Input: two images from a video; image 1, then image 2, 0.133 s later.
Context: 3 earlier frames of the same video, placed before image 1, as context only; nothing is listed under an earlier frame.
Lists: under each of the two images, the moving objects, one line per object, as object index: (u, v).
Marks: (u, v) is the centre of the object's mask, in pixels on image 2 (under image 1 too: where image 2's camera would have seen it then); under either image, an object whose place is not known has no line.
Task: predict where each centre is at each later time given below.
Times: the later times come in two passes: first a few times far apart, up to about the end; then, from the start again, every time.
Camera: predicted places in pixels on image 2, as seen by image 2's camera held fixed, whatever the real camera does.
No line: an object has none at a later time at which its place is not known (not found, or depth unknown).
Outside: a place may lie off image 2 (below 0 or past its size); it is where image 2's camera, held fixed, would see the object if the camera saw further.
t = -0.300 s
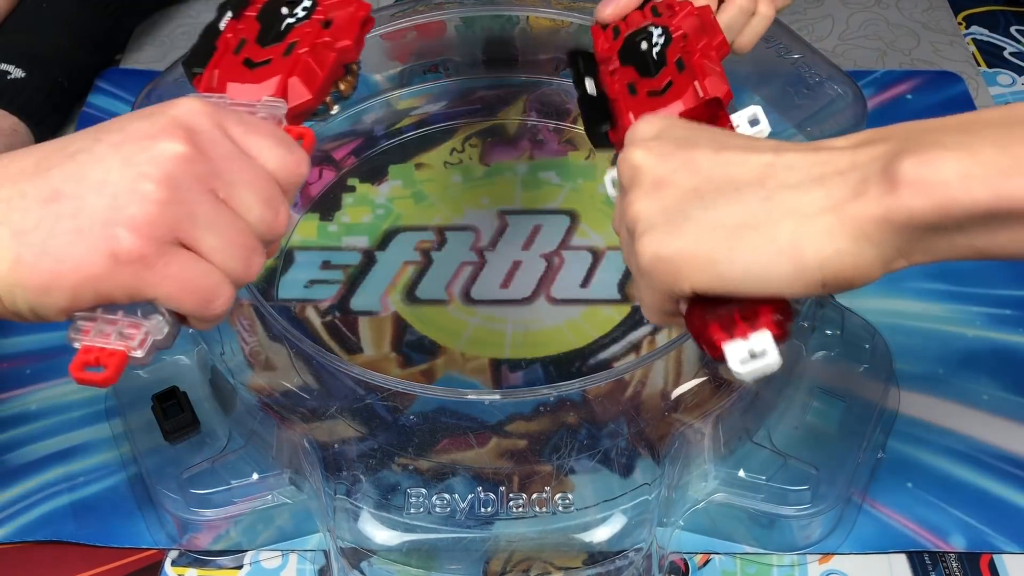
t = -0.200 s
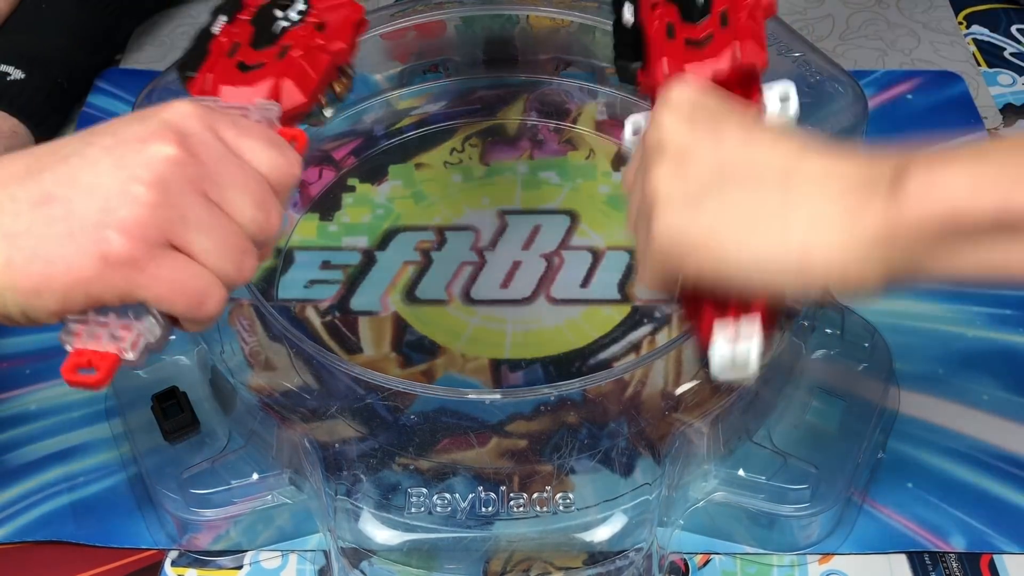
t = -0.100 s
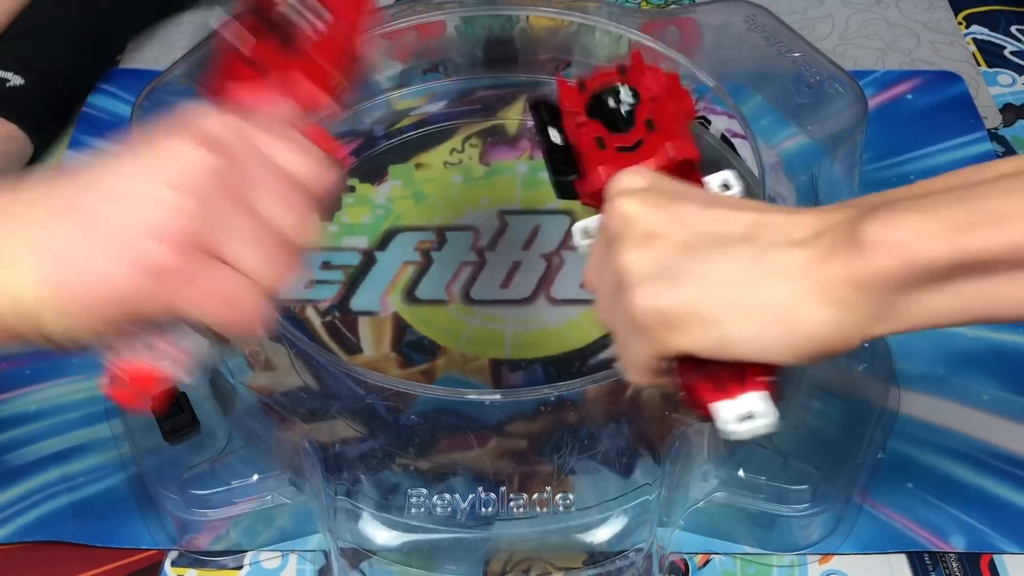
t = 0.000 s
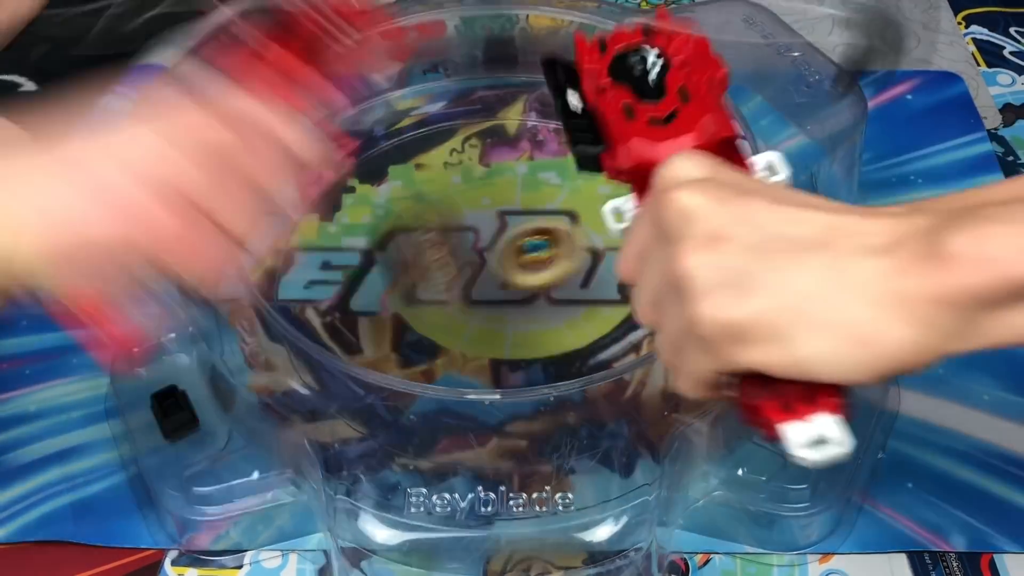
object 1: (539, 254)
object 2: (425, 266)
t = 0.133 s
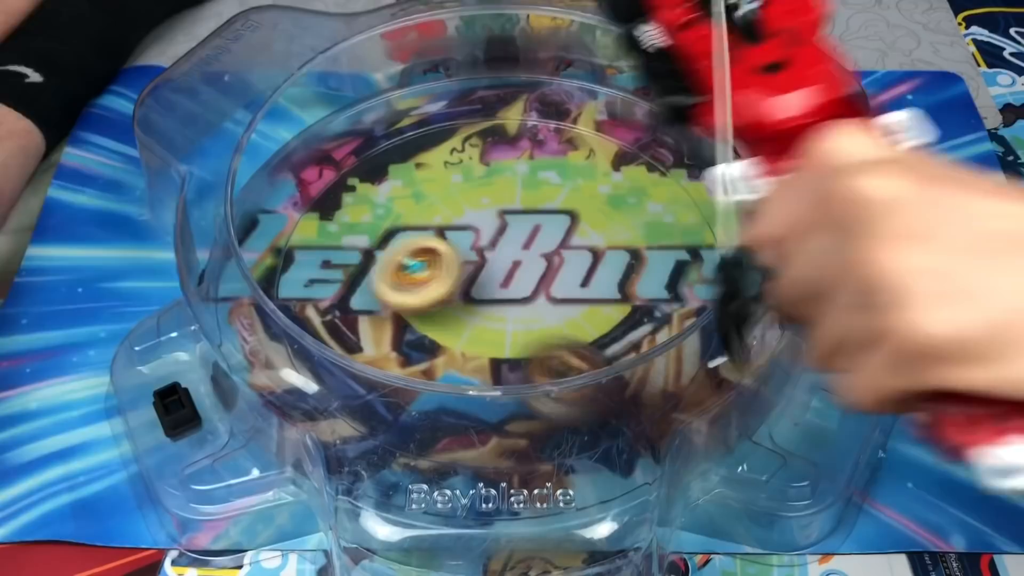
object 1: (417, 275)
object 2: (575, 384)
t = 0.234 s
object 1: (358, 255)
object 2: (635, 383)
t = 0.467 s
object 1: (389, 201)
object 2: (593, 289)
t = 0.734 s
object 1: (521, 140)
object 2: (549, 222)
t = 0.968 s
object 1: (586, 152)
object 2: (561, 241)
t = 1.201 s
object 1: (537, 215)
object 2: (502, 328)
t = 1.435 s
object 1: (426, 210)
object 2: (383, 323)
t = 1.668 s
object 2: (345, 238)
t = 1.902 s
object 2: (414, 271)
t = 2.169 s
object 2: (438, 404)
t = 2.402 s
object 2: (342, 313)
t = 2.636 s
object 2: (286, 159)
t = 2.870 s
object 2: (447, 144)
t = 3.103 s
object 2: (656, 273)
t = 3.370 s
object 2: (457, 431)
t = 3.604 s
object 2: (302, 278)
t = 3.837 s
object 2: (467, 153)
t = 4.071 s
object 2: (713, 217)
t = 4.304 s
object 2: (533, 433)
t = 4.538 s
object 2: (368, 360)
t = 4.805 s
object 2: (415, 239)
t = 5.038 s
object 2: (557, 162)
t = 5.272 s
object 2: (646, 233)
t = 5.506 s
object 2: (545, 355)
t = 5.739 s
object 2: (395, 311)
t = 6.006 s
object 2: (435, 188)
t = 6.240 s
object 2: (559, 192)
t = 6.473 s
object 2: (576, 293)
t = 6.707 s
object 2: (457, 331)
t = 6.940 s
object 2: (408, 257)
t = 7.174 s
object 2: (501, 204)
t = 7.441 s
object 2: (616, 275)
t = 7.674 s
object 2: (598, 410)
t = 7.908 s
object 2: (460, 372)
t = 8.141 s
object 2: (450, 280)
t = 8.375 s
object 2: (522, 257)
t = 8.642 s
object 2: (552, 316)
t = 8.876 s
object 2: (517, 318)
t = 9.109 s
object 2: (502, 302)
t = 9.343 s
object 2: (490, 281)
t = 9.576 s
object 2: (496, 312)
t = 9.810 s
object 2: (509, 356)
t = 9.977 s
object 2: (501, 365)
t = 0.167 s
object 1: (392, 267)
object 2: (601, 401)
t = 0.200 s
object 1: (374, 262)
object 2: (619, 388)
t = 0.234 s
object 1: (358, 255)
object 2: (635, 383)
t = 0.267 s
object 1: (348, 246)
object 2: (646, 379)
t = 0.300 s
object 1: (343, 238)
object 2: (646, 358)
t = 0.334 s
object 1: (342, 229)
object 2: (644, 351)
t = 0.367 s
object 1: (348, 221)
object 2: (632, 330)
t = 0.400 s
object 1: (357, 213)
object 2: (625, 320)
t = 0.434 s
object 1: (371, 208)
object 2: (611, 306)
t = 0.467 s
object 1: (389, 201)
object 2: (593, 289)
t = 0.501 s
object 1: (411, 196)
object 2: (577, 275)
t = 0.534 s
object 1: (434, 191)
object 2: (560, 260)
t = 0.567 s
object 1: (459, 188)
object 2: (541, 247)
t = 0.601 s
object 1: (482, 180)
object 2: (530, 236)
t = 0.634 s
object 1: (492, 169)
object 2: (534, 231)
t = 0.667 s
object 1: (501, 157)
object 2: (539, 227)
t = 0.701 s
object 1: (511, 148)
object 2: (543, 226)
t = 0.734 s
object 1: (521, 140)
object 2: (549, 222)
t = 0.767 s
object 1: (531, 135)
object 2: (553, 223)
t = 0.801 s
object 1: (542, 132)
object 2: (556, 223)
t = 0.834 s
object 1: (553, 131)
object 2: (559, 225)
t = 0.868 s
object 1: (562, 133)
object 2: (561, 228)
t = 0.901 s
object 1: (571, 137)
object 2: (562, 231)
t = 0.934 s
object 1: (579, 143)
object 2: (562, 236)
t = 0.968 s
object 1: (586, 152)
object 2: (561, 241)
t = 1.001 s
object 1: (590, 163)
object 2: (559, 247)
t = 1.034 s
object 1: (589, 176)
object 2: (555, 253)
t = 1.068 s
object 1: (584, 190)
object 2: (549, 263)
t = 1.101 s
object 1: (577, 201)
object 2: (542, 274)
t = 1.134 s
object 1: (564, 212)
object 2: (533, 286)
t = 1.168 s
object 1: (552, 214)
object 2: (519, 309)
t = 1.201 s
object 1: (537, 215)
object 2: (502, 328)
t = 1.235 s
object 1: (520, 215)
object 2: (486, 342)
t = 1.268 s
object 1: (502, 214)
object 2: (468, 349)
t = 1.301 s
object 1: (484, 213)
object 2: (451, 352)
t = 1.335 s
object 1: (467, 212)
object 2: (433, 349)
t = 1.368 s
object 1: (451, 212)
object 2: (414, 344)
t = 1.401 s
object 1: (438, 211)
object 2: (400, 337)
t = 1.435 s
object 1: (426, 210)
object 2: (383, 323)
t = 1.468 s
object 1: (416, 210)
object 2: (372, 302)
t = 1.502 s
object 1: (409, 209)
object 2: (366, 279)
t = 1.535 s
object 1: (408, 197)
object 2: (357, 256)
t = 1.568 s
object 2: (348, 246)
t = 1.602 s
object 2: (342, 249)
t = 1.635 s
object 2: (341, 249)
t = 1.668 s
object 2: (345, 238)
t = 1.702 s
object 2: (353, 236)
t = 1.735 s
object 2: (365, 227)
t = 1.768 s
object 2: (379, 220)
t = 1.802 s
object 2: (397, 216)
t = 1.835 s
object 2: (415, 213)
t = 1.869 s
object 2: (414, 244)
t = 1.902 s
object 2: (414, 271)
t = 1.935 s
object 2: (415, 308)
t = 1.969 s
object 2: (420, 331)
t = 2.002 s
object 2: (427, 350)
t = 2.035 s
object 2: (430, 369)
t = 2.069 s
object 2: (435, 386)
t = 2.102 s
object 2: (437, 396)
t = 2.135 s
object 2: (438, 404)
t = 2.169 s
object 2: (438, 404)
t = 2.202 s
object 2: (438, 402)
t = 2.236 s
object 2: (437, 395)
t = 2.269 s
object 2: (435, 384)
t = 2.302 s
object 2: (430, 369)
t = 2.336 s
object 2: (424, 352)
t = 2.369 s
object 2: (384, 339)
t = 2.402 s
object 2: (342, 313)
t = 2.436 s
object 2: (309, 290)
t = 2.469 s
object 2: (285, 261)
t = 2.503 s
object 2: (274, 235)
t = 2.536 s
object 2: (271, 212)
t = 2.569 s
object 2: (271, 192)
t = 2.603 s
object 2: (277, 174)
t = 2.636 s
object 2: (286, 159)
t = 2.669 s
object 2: (298, 147)
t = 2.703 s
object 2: (315, 137)
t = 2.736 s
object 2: (336, 132)
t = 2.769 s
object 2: (360, 129)
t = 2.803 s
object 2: (386, 131)
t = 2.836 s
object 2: (412, 137)
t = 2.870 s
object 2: (447, 144)
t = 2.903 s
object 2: (482, 155)
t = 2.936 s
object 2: (511, 166)
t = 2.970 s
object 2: (545, 182)
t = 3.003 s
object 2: (578, 199)
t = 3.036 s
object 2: (606, 220)
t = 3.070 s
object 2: (631, 243)
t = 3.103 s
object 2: (656, 273)
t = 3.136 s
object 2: (665, 297)
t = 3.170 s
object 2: (675, 333)
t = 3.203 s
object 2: (671, 378)
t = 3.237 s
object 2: (635, 393)
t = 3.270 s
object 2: (608, 413)
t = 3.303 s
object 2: (559, 425)
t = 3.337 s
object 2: (506, 433)
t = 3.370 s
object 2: (457, 431)
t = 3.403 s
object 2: (410, 421)
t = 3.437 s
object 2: (373, 404)
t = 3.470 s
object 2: (353, 383)
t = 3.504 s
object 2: (330, 354)
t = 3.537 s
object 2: (311, 331)
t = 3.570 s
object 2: (303, 304)
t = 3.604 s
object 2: (302, 278)
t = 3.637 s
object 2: (311, 253)
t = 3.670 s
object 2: (325, 230)
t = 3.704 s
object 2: (346, 208)
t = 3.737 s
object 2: (367, 192)
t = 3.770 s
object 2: (398, 175)
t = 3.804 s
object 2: (428, 164)
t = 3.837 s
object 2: (467, 153)
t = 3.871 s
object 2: (502, 148)
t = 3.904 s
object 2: (545, 145)
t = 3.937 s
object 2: (583, 148)
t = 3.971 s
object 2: (626, 157)
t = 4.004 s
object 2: (663, 168)
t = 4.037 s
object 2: (700, 186)
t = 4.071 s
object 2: (713, 217)
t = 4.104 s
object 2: (712, 254)
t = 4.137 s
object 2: (715, 298)
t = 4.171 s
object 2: (695, 331)
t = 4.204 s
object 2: (659, 375)
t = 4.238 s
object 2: (623, 406)
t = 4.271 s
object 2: (582, 420)
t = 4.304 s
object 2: (533, 433)
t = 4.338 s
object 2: (486, 436)
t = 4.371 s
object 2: (453, 434)
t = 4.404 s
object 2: (421, 424)
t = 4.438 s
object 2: (399, 409)
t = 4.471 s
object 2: (384, 392)
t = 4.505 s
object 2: (374, 378)
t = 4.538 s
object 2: (368, 360)
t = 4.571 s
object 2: (369, 339)
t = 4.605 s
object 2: (365, 329)
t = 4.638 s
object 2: (367, 316)
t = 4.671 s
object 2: (373, 301)
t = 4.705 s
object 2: (380, 289)
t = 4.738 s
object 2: (389, 276)
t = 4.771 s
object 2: (399, 264)
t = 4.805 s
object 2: (415, 239)
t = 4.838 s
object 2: (432, 220)
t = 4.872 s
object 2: (449, 203)
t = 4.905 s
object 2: (468, 191)
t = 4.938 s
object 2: (490, 178)
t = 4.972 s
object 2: (512, 168)
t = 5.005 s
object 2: (535, 164)
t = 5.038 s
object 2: (557, 162)
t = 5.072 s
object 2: (580, 163)
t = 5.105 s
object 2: (599, 169)
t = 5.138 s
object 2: (617, 177)
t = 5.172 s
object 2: (629, 187)
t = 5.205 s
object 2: (639, 202)
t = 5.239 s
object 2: (645, 216)
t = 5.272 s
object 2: (646, 233)
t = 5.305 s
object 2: (644, 251)
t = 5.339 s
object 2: (638, 277)
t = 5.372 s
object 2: (628, 300)
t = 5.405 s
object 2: (613, 320)
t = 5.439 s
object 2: (593, 336)
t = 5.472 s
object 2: (569, 346)
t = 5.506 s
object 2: (545, 355)
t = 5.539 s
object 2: (521, 358)
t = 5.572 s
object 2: (494, 359)
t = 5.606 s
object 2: (471, 356)
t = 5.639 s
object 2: (447, 352)
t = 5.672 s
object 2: (426, 342)
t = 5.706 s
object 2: (408, 329)
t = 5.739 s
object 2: (395, 311)
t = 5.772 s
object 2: (386, 292)
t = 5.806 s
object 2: (383, 274)
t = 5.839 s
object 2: (383, 257)
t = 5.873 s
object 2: (387, 238)
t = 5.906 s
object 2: (395, 222)
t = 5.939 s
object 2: (405, 209)
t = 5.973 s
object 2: (419, 198)
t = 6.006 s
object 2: (435, 188)
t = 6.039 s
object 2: (453, 179)
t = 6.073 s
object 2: (472, 176)
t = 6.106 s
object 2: (491, 173)
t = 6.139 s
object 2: (510, 173)
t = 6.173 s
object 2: (528, 177)
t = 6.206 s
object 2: (544, 183)
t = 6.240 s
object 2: (559, 192)
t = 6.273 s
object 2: (572, 203)
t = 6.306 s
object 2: (582, 217)
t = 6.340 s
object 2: (587, 230)
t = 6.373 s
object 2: (590, 246)
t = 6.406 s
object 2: (589, 263)
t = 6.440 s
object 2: (585, 278)
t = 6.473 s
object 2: (576, 293)
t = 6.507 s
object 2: (565, 308)
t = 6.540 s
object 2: (551, 318)
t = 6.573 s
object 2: (533, 327)
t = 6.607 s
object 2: (513, 333)
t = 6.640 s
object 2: (493, 336)
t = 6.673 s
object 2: (474, 335)
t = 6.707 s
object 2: (457, 331)
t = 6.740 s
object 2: (442, 324)
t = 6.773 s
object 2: (428, 317)
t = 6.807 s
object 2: (417, 305)
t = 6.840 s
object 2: (410, 293)
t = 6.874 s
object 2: (406, 280)
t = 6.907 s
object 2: (404, 268)
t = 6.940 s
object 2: (408, 257)
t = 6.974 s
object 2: (413, 247)
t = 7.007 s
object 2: (425, 236)
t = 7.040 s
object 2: (440, 223)
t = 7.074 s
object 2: (456, 216)
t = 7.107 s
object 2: (470, 209)
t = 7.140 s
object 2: (486, 205)
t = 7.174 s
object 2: (501, 204)
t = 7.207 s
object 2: (515, 206)
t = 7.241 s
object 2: (540, 213)
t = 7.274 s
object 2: (558, 218)
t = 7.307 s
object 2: (574, 225)
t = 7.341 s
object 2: (588, 234)
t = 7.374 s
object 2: (597, 245)
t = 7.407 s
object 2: (605, 260)
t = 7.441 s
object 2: (616, 275)
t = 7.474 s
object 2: (620, 291)
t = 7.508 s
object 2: (619, 305)
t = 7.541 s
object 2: (615, 319)
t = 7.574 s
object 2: (609, 334)
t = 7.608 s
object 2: (611, 367)
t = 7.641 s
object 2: (606, 388)
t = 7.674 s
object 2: (598, 410)
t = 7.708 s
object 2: (582, 419)
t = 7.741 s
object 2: (559, 425)
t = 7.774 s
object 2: (535, 426)
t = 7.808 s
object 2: (513, 416)
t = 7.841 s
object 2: (491, 404)
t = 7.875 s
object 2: (472, 389)
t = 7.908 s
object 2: (460, 372)
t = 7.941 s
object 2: (446, 356)
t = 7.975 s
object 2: (437, 339)
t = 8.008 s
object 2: (434, 321)
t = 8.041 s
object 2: (432, 304)
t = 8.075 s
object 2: (436, 287)
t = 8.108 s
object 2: (442, 283)
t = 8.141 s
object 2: (450, 280)
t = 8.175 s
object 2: (460, 277)
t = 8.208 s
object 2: (471, 273)
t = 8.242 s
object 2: (481, 271)
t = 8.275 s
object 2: (492, 266)
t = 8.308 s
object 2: (503, 263)
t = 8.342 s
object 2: (514, 259)
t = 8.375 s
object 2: (522, 257)
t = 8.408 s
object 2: (531, 264)
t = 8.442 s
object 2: (537, 268)
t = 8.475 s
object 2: (543, 274)
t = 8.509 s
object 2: (548, 278)
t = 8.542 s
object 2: (552, 288)
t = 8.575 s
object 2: (554, 299)
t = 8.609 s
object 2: (554, 310)
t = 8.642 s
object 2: (552, 316)
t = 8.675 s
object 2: (548, 321)
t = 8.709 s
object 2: (543, 323)
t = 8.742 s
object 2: (538, 323)
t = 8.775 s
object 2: (532, 321)
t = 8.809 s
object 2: (526, 318)
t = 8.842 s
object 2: (520, 316)
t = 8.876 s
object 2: (517, 318)
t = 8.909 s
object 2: (514, 318)
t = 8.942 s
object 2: (512, 316)
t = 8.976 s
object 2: (510, 314)
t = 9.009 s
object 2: (508, 310)
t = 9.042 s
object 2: (506, 308)
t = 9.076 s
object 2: (504, 305)
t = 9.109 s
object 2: (502, 302)
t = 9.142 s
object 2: (501, 298)
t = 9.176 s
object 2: (498, 296)
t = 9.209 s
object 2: (497, 293)
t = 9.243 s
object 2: (495, 290)
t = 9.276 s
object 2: (493, 287)
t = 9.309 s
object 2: (491, 284)
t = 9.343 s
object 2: (490, 281)
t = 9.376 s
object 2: (491, 284)
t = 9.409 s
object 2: (495, 294)
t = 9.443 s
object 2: (498, 302)
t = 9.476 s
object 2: (499, 307)
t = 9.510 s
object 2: (499, 310)
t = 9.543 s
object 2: (497, 311)
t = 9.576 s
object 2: (496, 312)
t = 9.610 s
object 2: (494, 311)
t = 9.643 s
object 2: (492, 309)
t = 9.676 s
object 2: (491, 306)
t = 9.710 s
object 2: (491, 308)
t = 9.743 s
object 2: (499, 331)
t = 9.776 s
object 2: (506, 348)
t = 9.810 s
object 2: (509, 356)
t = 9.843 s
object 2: (509, 361)
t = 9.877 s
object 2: (508, 364)
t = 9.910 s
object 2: (507, 374)
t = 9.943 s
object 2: (505, 375)
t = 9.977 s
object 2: (501, 365)
